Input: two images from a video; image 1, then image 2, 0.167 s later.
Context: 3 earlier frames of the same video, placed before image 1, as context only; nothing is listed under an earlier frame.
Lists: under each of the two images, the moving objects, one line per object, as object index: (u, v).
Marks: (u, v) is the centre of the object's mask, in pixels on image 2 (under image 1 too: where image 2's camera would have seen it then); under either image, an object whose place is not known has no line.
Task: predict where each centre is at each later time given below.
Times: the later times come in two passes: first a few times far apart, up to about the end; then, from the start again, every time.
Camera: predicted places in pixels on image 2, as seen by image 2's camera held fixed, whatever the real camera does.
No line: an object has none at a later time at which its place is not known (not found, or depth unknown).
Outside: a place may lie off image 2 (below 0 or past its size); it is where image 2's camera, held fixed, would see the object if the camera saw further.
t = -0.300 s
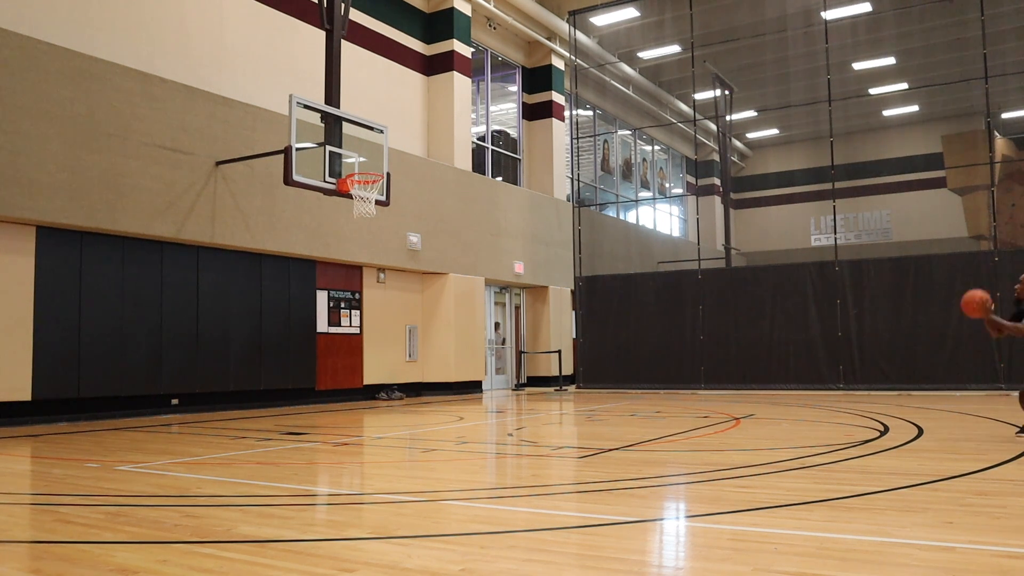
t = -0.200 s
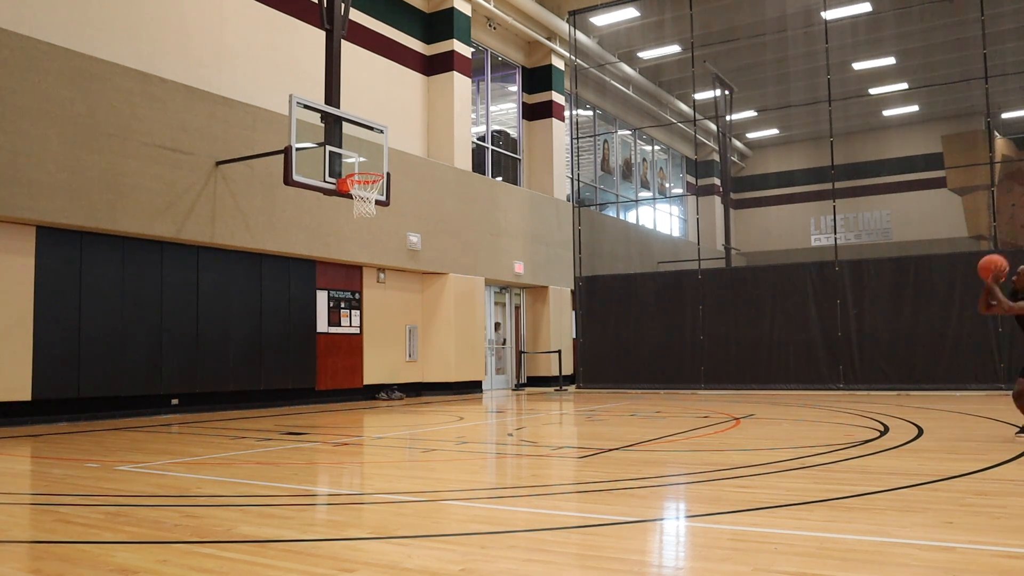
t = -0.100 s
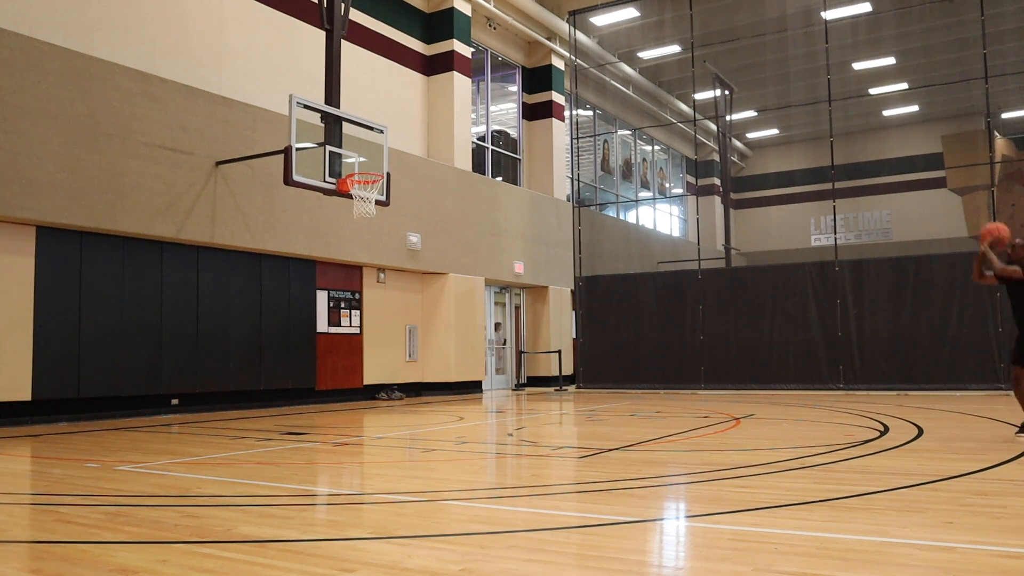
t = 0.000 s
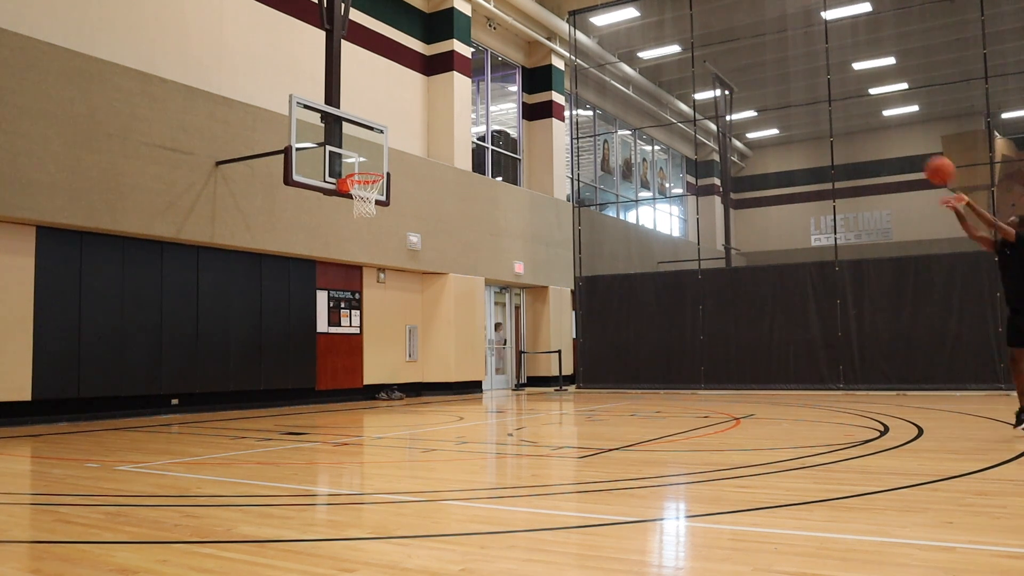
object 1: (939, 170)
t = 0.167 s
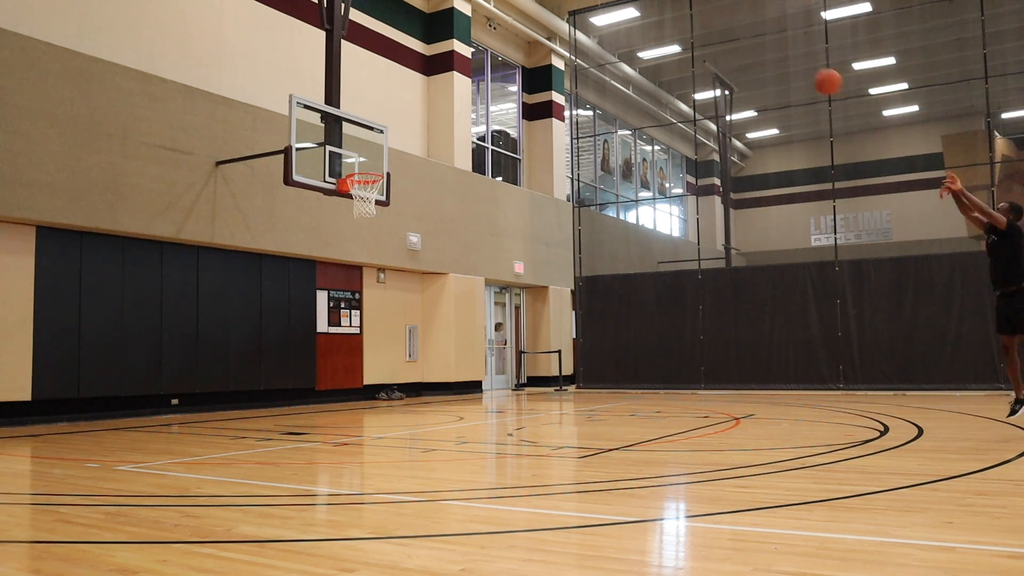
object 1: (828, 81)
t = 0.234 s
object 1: (788, 57)
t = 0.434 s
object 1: (678, 13)
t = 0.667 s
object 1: (569, 11)
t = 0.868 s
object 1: (487, 46)
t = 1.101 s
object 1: (404, 119)
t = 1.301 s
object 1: (352, 188)
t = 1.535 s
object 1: (385, 237)
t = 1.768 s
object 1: (409, 321)
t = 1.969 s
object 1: (430, 400)
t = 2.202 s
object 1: (448, 325)
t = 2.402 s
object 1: (464, 293)
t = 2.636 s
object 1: (482, 295)
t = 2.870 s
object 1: (501, 338)
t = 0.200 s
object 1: (807, 69)
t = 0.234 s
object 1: (788, 57)
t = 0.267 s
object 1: (768, 47)
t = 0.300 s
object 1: (749, 37)
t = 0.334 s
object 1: (731, 29)
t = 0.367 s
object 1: (713, 23)
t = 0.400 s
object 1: (695, 17)
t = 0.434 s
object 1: (678, 13)
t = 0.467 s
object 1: (661, 10)
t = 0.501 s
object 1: (646, 9)
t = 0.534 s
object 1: (629, 8)
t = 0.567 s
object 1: (613, 7)
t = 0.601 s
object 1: (598, 8)
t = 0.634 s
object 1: (583, 9)
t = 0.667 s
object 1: (569, 11)
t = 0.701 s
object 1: (555, 15)
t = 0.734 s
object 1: (541, 20)
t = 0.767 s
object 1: (527, 25)
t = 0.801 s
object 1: (514, 31)
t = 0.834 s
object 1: (501, 38)
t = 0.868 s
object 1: (487, 46)
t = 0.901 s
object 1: (476, 53)
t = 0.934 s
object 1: (462, 64)
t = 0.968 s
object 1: (451, 72)
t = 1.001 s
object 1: (438, 83)
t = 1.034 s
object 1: (427, 95)
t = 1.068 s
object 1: (415, 107)
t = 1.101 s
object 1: (404, 119)
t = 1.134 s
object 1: (393, 132)
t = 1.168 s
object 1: (382, 146)
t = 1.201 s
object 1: (371, 161)
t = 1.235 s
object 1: (363, 168)
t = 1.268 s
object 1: (356, 182)
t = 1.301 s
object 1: (352, 188)
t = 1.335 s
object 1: (353, 184)
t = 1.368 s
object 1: (368, 204)
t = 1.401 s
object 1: (371, 213)
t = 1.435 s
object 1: (375, 215)
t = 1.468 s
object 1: (378, 221)
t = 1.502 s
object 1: (382, 229)
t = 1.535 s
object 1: (385, 237)
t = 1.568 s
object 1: (389, 246)
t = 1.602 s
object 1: (392, 256)
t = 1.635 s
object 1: (396, 267)
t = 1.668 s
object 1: (399, 279)
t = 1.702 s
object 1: (403, 293)
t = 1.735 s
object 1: (406, 306)
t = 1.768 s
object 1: (409, 321)
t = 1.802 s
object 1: (413, 336)
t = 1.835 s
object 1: (417, 351)
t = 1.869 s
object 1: (420, 369)
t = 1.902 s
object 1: (423, 388)
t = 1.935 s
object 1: (426, 405)
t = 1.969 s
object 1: (430, 400)
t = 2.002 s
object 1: (432, 388)
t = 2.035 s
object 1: (434, 376)
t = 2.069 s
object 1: (437, 363)
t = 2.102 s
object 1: (440, 352)
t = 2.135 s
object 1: (442, 342)
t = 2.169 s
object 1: (445, 333)
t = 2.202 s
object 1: (448, 325)
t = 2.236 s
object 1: (451, 317)
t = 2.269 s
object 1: (453, 311)
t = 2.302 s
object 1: (456, 305)
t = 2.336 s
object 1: (459, 300)
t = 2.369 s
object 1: (461, 296)
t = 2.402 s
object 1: (464, 293)
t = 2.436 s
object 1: (467, 291)
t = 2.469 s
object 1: (469, 289)
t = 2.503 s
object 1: (472, 289)
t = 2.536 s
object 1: (475, 289)
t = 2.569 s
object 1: (477, 290)
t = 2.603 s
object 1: (480, 292)
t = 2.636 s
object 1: (482, 295)
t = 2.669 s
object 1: (485, 299)
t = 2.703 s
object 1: (488, 303)
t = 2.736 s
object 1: (490, 308)
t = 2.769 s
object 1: (493, 314)
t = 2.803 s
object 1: (496, 321)
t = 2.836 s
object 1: (498, 329)
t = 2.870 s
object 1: (501, 338)
